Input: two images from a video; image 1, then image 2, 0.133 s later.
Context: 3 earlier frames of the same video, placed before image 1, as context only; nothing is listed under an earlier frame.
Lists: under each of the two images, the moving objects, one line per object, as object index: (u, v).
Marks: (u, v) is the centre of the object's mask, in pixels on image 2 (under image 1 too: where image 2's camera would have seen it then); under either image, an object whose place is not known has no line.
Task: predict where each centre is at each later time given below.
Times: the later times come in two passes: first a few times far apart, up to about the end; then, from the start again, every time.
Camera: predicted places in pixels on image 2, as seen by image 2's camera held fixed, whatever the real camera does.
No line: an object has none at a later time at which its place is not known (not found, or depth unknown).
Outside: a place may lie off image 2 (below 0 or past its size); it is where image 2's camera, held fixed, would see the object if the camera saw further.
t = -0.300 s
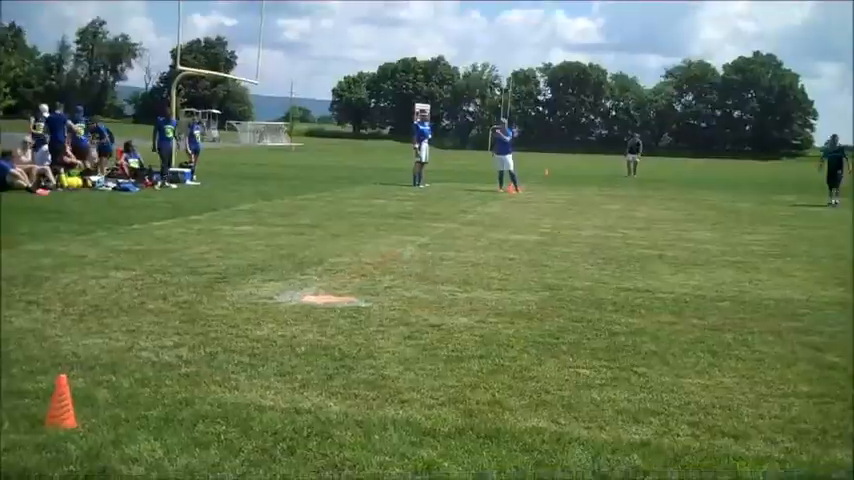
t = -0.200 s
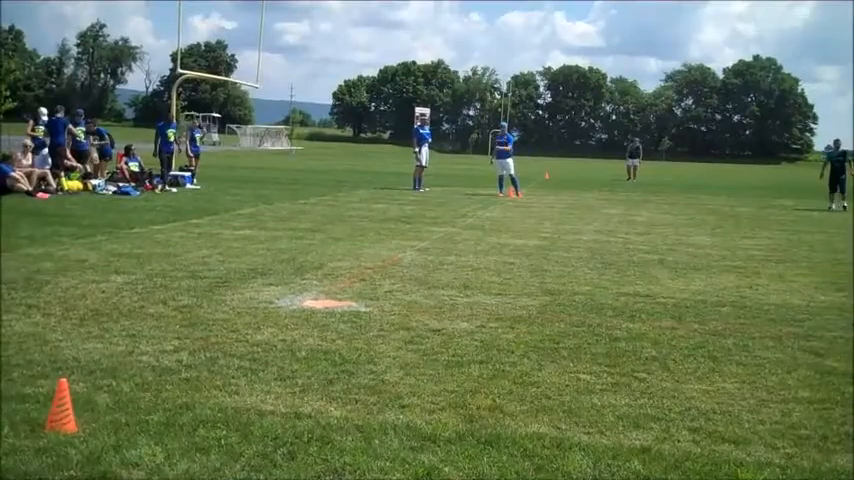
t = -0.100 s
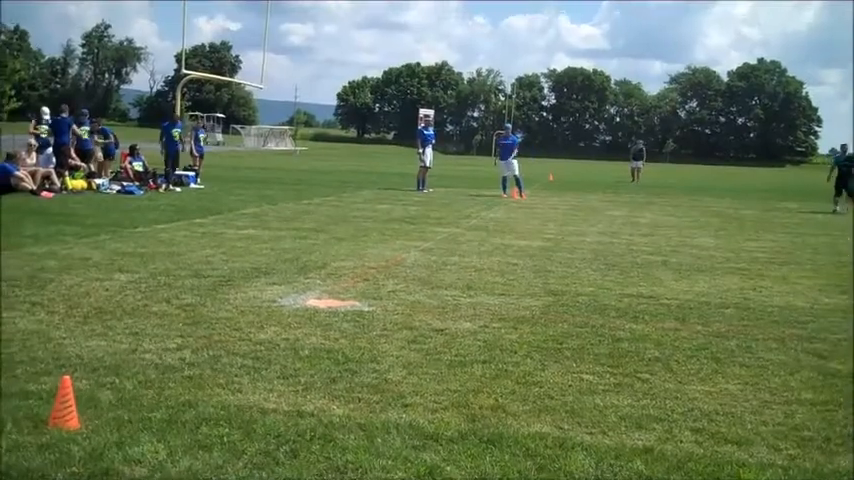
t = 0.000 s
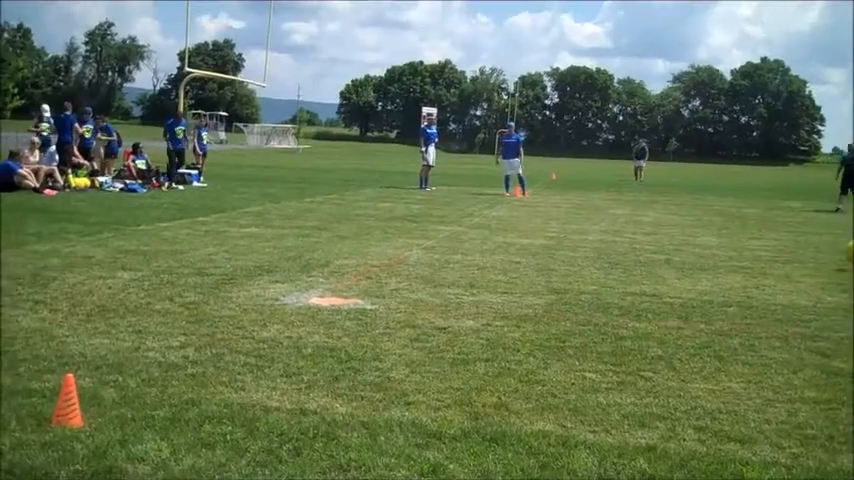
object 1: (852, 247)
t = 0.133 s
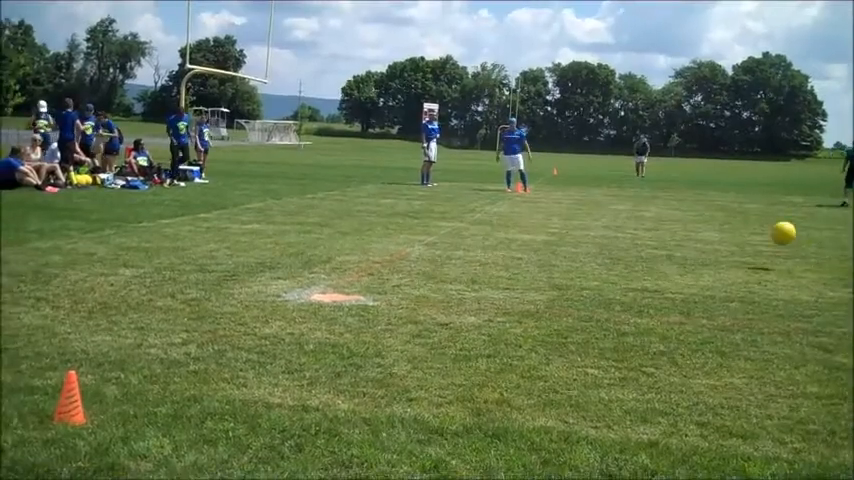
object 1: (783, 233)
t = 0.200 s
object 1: (744, 233)
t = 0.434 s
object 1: (595, 264)
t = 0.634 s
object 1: (470, 257)
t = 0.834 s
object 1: (335, 269)
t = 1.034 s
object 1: (190, 275)
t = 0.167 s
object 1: (764, 233)
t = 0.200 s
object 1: (744, 233)
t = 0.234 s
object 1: (723, 236)
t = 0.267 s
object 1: (702, 240)
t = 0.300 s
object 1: (681, 244)
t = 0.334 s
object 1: (658, 251)
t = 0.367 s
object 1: (637, 259)
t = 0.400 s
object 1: (615, 265)
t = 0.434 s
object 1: (595, 264)
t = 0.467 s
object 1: (575, 259)
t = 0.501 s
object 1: (554, 256)
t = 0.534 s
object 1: (534, 255)
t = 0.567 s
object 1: (514, 254)
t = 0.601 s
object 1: (492, 255)
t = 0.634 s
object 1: (470, 257)
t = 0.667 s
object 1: (448, 261)
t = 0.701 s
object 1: (427, 266)
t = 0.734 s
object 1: (404, 271)
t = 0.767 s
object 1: (383, 271)
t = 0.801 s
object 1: (359, 269)
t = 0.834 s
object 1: (335, 269)
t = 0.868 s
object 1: (312, 269)
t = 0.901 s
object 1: (289, 270)
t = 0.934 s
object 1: (263, 273)
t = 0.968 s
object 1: (239, 275)
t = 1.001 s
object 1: (214, 276)
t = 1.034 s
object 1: (190, 275)
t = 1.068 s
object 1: (164, 276)
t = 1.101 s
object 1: (140, 277)
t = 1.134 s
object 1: (115, 278)
